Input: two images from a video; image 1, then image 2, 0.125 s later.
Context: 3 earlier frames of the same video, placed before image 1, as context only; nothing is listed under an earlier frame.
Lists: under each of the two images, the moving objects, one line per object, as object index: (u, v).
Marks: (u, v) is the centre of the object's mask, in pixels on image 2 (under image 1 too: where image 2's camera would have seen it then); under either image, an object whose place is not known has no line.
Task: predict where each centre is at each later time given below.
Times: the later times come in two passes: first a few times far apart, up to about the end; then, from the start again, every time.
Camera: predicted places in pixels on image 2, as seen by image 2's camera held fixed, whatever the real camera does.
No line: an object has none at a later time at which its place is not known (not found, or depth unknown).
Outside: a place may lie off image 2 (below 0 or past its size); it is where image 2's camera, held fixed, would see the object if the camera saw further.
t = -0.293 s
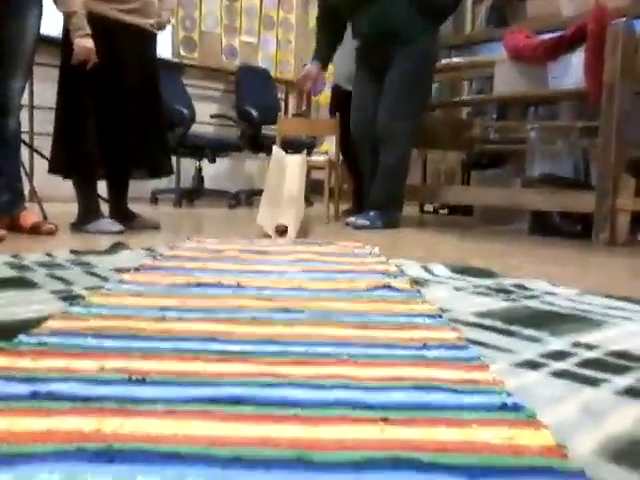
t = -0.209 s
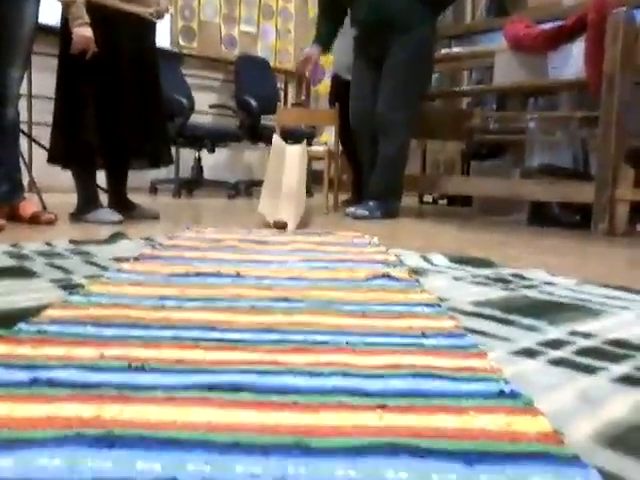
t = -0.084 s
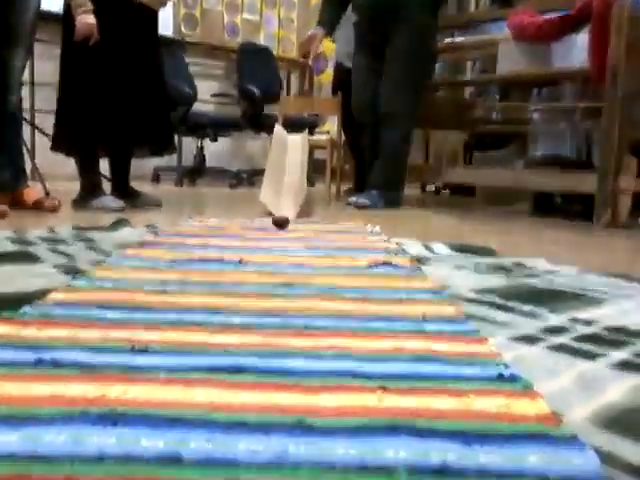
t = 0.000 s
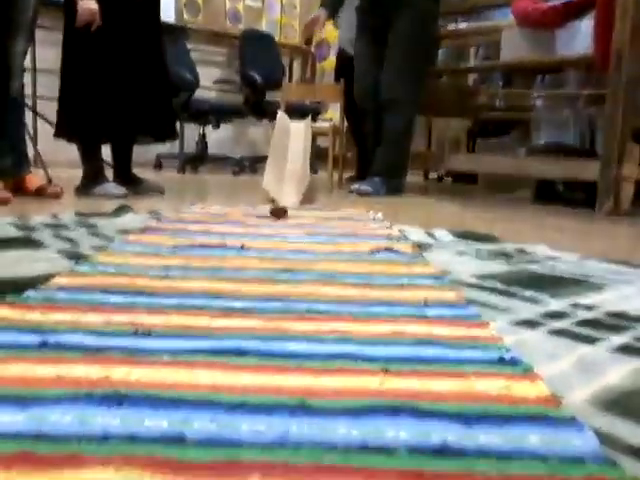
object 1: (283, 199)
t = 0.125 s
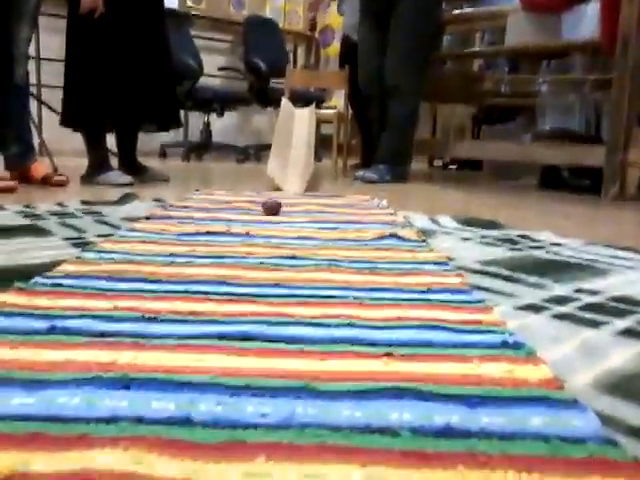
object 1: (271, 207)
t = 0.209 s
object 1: (262, 210)
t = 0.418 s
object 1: (236, 224)
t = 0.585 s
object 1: (204, 239)
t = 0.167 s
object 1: (266, 209)
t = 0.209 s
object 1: (262, 210)
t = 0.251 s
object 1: (257, 213)
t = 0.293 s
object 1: (252, 218)
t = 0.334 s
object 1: (247, 222)
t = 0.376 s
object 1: (242, 222)
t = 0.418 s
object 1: (236, 224)
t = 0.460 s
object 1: (229, 228)
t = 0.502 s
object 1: (221, 233)
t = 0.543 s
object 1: (213, 232)
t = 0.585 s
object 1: (204, 239)
